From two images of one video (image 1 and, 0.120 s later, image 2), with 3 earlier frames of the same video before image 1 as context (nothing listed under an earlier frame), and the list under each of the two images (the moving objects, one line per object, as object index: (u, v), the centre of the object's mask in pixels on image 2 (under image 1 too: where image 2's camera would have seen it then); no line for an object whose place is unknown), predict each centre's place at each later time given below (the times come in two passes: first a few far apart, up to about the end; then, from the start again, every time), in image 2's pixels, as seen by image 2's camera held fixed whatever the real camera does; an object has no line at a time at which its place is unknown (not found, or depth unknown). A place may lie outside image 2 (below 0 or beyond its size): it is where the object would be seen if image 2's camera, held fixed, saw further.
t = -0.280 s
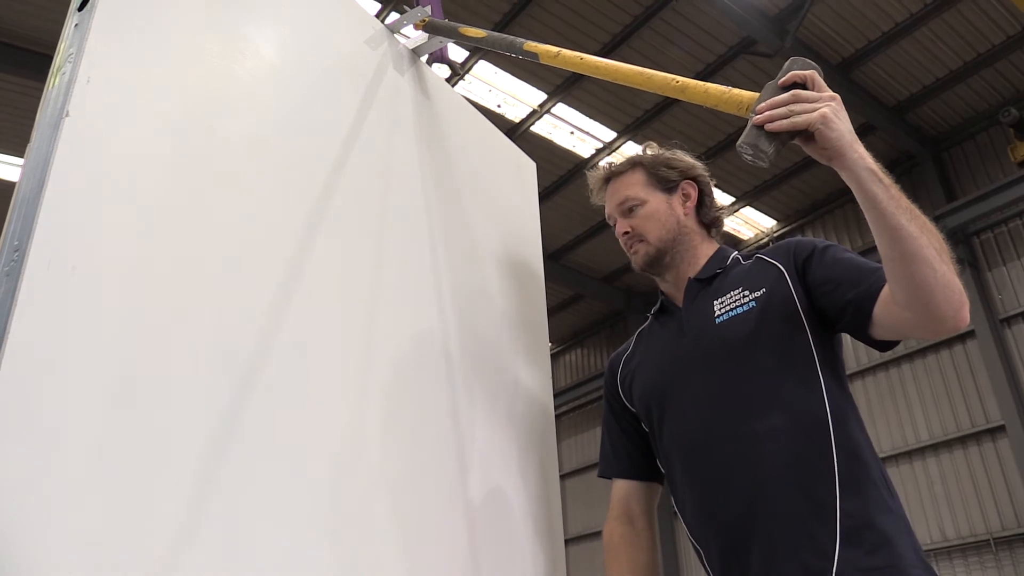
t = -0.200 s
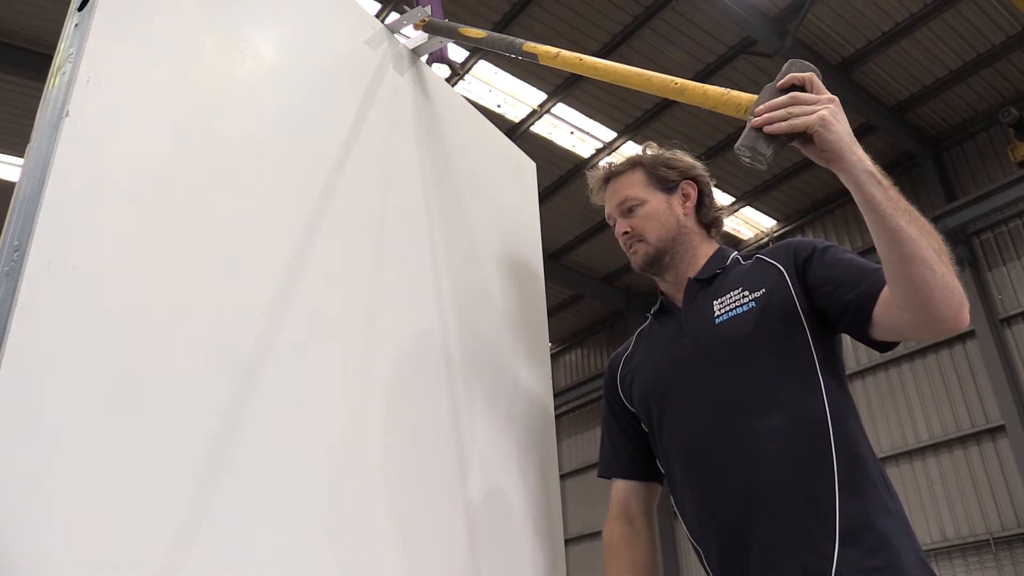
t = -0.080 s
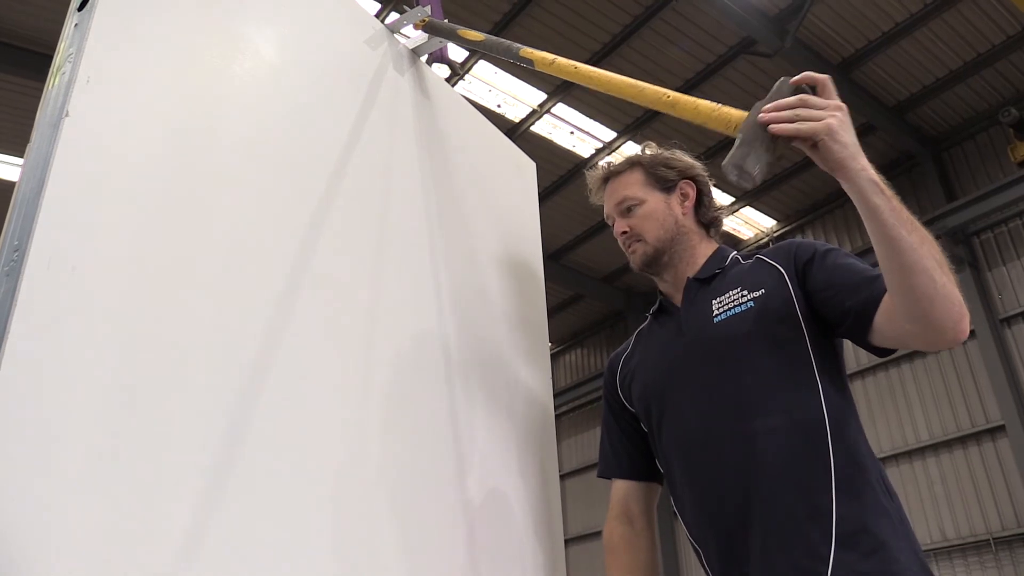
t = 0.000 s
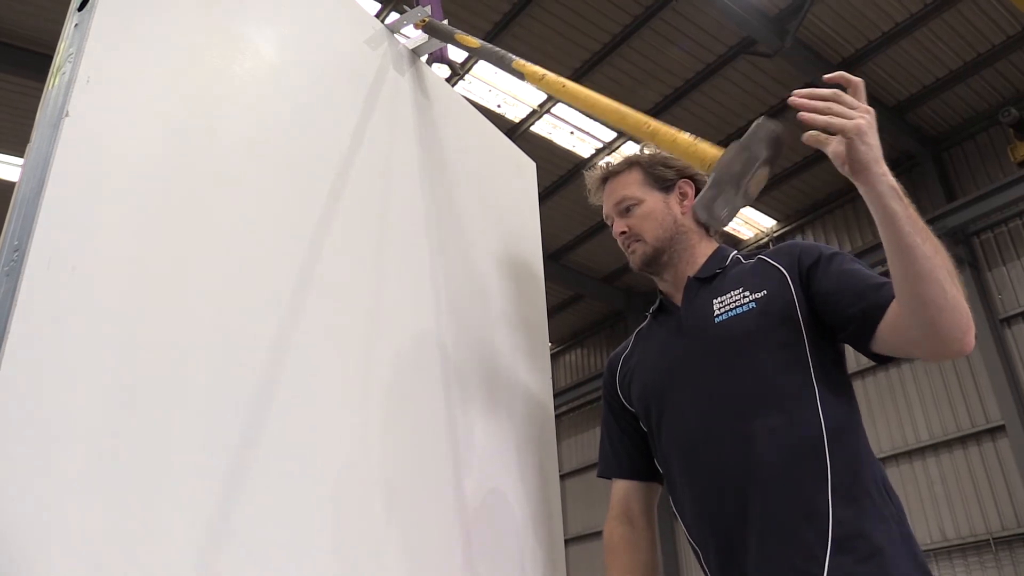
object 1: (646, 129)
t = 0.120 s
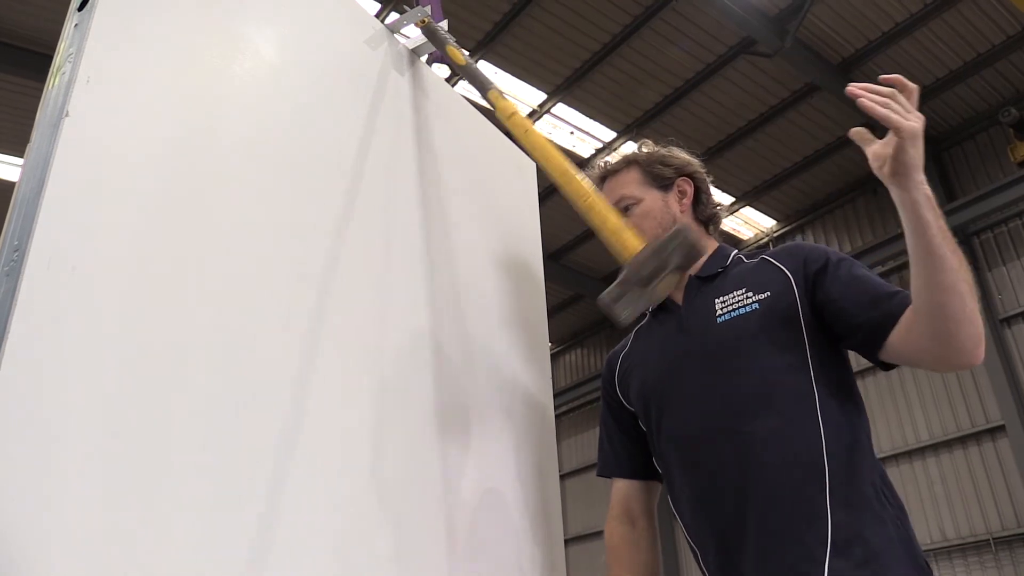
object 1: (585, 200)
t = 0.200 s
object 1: (525, 245)
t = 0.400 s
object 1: (447, 268)
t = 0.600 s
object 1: (491, 256)
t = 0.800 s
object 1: (502, 248)
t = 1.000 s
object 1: (476, 265)
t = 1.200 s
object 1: (428, 278)
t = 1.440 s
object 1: (453, 273)
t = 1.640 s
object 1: (460, 272)
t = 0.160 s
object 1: (558, 227)
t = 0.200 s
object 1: (525, 245)
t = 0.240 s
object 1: (489, 262)
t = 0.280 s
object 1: (454, 272)
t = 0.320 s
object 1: (427, 276)
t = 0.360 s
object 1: (437, 274)
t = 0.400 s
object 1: (447, 268)
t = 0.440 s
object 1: (457, 266)
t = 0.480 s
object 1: (467, 264)
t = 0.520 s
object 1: (477, 265)
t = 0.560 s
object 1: (484, 259)
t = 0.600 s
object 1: (491, 256)
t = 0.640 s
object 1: (495, 249)
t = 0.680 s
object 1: (501, 254)
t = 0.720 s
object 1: (503, 252)
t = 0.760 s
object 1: (504, 251)
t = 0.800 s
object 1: (502, 248)
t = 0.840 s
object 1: (500, 252)
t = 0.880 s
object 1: (497, 255)
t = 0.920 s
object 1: (491, 258)
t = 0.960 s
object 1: (484, 259)
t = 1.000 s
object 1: (476, 265)
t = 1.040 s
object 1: (467, 268)
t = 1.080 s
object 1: (457, 269)
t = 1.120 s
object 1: (447, 272)
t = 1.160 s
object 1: (435, 277)
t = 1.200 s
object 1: (428, 278)
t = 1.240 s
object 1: (432, 277)
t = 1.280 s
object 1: (437, 277)
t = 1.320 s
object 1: (443, 277)
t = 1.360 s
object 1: (447, 276)
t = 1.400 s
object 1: (451, 275)
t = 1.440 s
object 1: (453, 273)
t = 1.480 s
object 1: (457, 275)
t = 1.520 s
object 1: (459, 274)
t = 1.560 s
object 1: (460, 274)
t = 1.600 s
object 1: (460, 272)
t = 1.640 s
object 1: (460, 272)
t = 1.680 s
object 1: (459, 270)
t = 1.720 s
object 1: (458, 275)
